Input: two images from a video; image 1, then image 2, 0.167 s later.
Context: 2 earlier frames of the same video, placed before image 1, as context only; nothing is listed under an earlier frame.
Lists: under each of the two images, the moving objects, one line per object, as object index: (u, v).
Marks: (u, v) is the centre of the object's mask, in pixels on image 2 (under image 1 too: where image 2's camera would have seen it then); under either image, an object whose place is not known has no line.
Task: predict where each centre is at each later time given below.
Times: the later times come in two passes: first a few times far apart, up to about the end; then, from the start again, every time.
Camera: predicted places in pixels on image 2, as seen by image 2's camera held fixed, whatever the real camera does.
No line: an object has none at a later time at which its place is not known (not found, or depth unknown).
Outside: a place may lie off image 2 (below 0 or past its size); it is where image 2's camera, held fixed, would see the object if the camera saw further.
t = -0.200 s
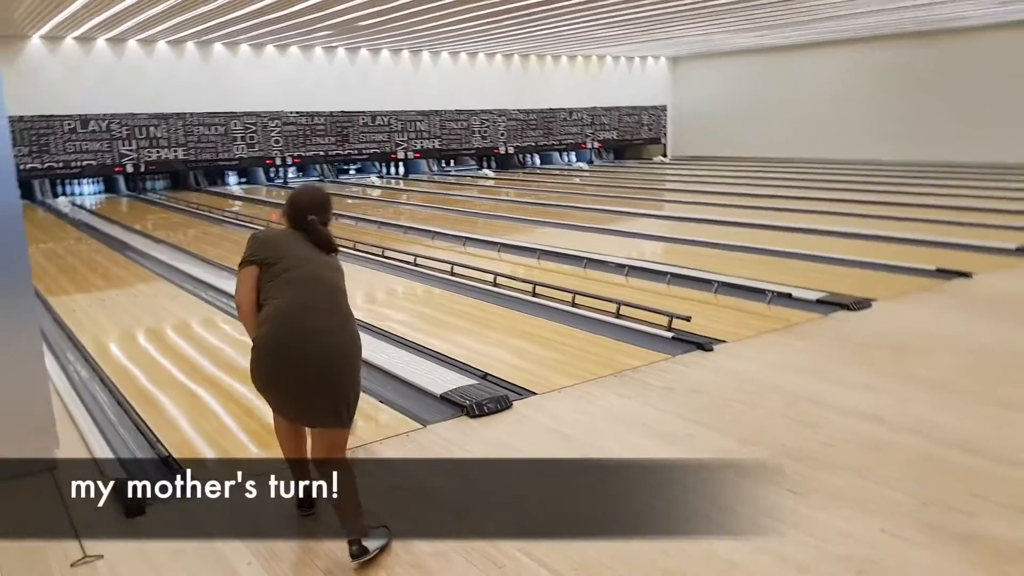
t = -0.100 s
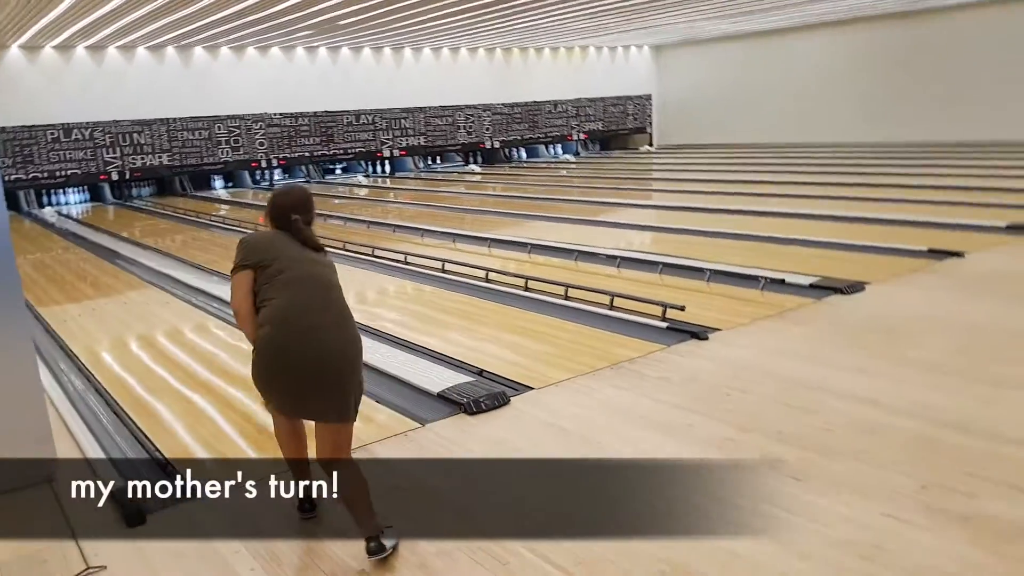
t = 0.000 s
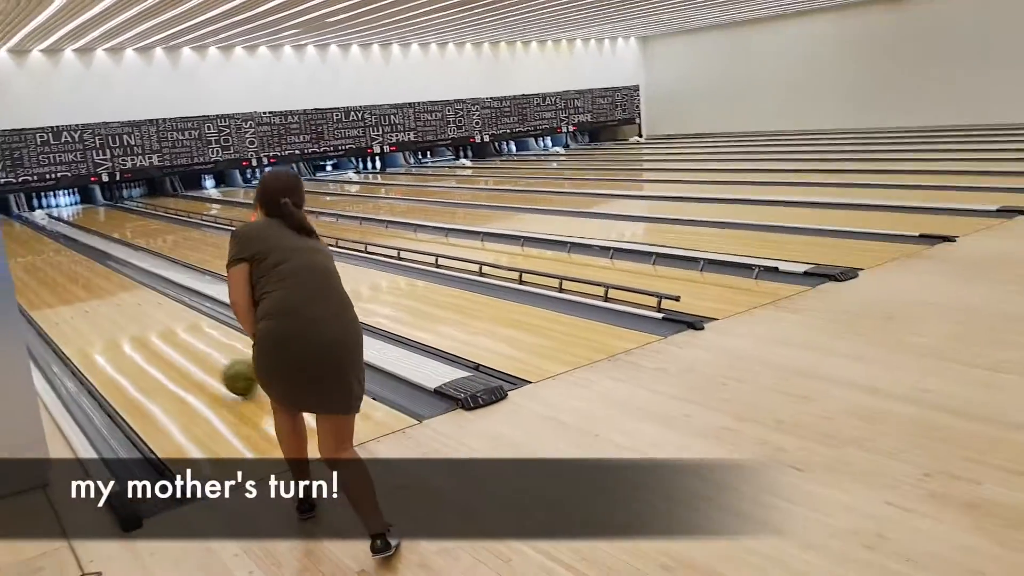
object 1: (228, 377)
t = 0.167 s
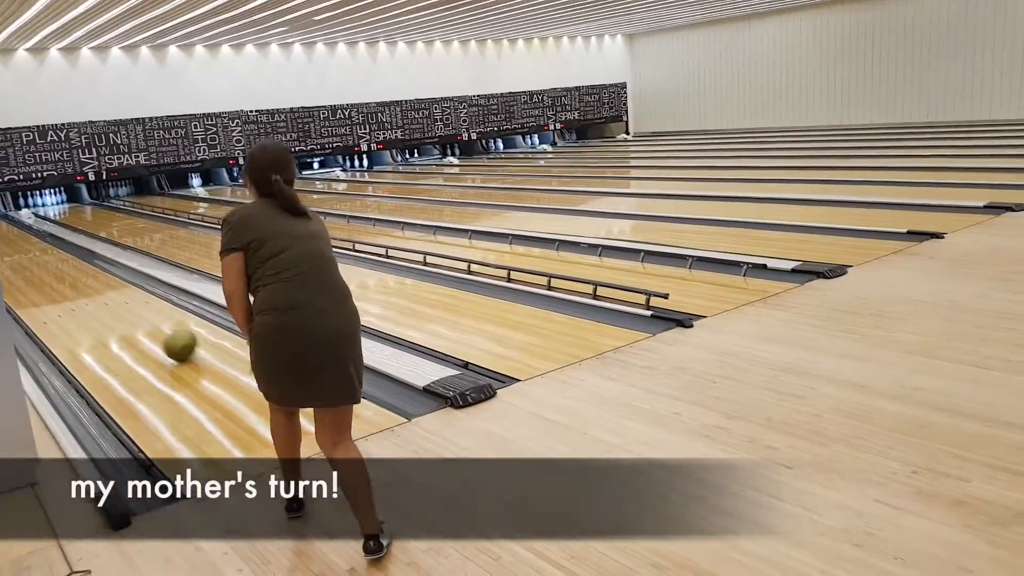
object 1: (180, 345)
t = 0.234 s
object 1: (164, 335)
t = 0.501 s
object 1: (113, 303)
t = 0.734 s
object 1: (81, 284)
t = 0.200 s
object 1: (171, 339)
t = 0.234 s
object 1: (164, 335)
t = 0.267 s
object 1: (156, 330)
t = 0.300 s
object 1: (149, 326)
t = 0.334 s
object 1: (142, 321)
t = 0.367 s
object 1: (136, 317)
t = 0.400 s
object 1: (130, 313)
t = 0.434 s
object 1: (124, 310)
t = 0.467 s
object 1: (118, 307)
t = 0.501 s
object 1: (113, 303)
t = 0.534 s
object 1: (108, 300)
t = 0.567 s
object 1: (103, 297)
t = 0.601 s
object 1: (99, 294)
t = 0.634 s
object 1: (94, 292)
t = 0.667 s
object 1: (89, 289)
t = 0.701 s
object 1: (85, 287)
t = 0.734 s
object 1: (81, 284)
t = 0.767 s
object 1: (77, 282)
